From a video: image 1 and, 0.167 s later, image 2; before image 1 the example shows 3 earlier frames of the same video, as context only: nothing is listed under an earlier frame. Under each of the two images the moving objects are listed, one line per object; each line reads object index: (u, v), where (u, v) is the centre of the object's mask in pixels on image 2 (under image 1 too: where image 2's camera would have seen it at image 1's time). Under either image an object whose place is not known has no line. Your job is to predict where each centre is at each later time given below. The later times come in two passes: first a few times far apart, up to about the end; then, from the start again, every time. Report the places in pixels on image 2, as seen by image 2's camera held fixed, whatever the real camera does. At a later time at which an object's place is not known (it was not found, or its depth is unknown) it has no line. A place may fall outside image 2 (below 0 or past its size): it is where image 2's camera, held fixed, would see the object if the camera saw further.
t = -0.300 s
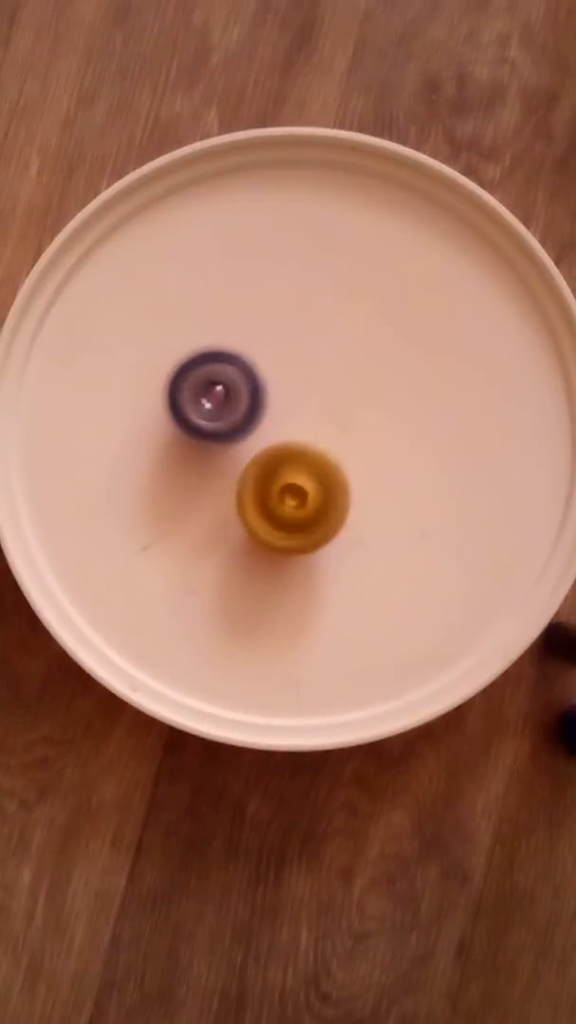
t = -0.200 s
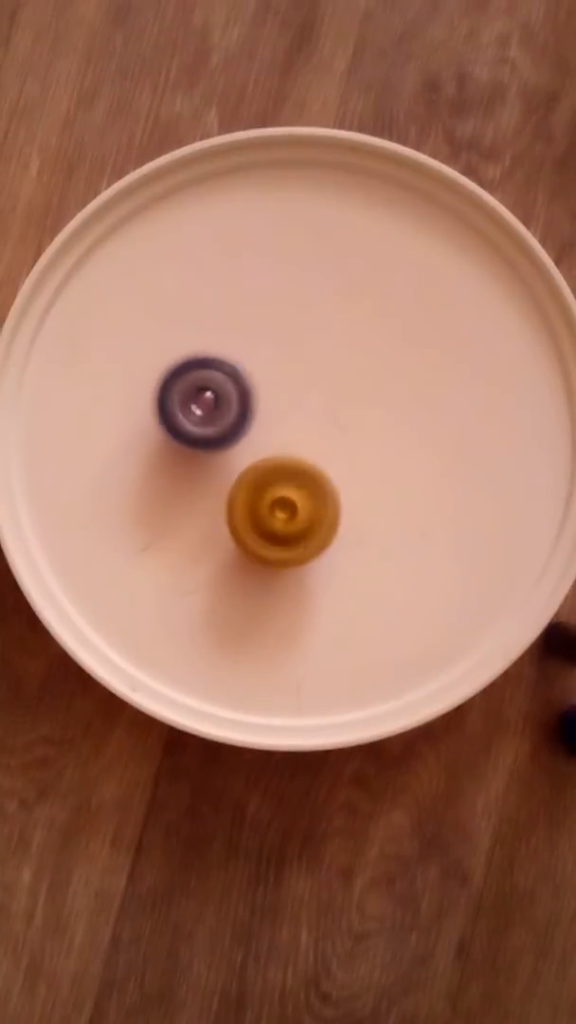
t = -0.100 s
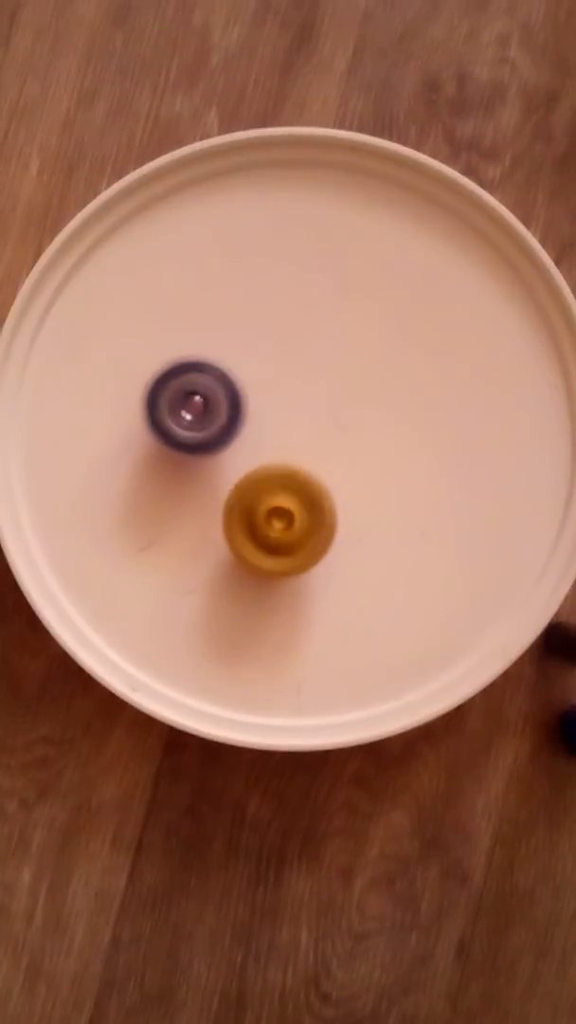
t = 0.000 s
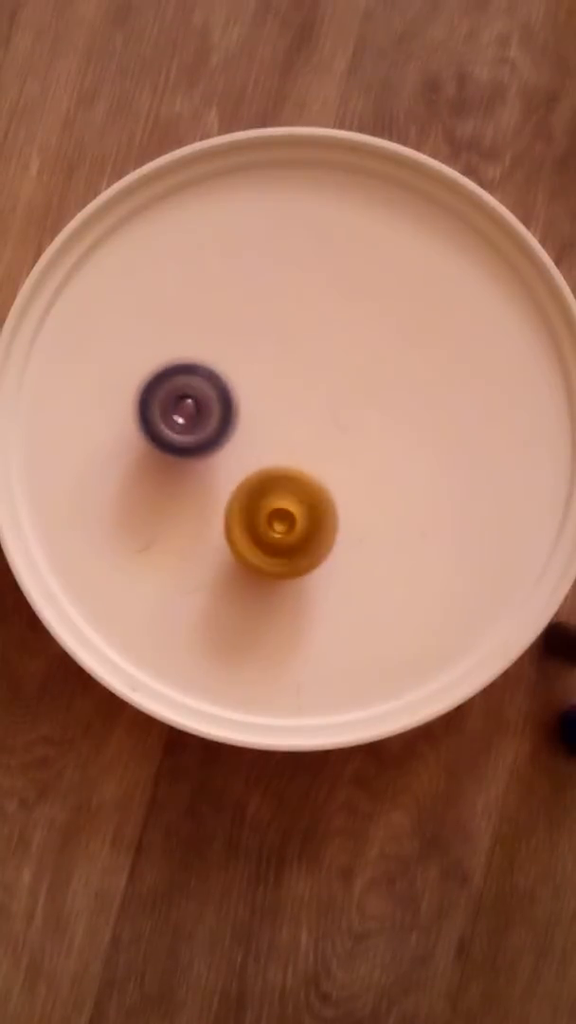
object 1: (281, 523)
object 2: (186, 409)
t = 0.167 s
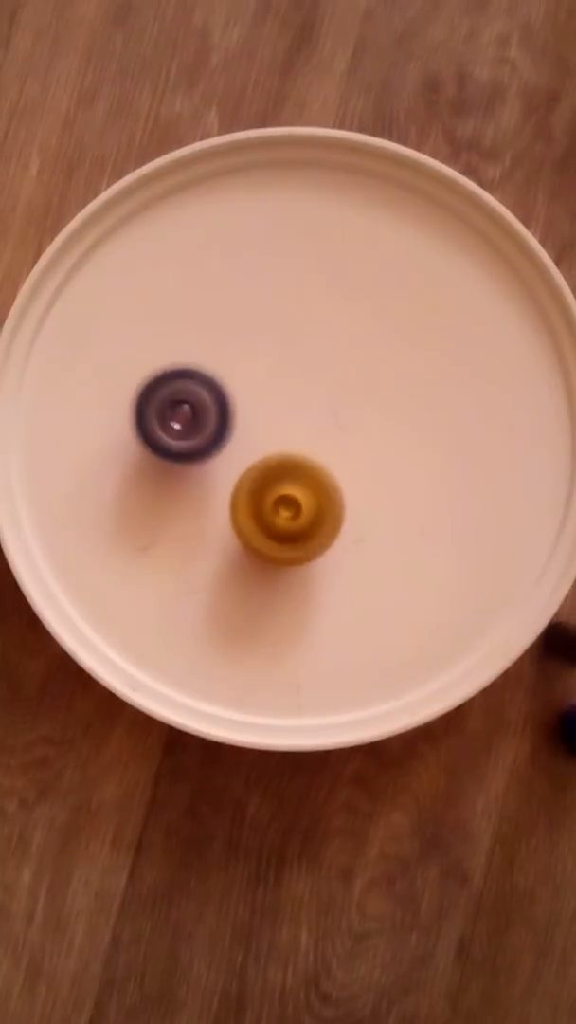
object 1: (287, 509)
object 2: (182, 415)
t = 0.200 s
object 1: (288, 505)
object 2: (184, 417)
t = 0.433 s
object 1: (328, 475)
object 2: (176, 409)
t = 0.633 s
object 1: (391, 451)
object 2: (178, 397)
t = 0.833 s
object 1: (423, 407)
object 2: (198, 402)
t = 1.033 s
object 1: (405, 368)
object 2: (205, 421)
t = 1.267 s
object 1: (348, 378)
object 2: (196, 441)
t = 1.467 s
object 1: (308, 426)
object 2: (179, 446)
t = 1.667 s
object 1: (293, 489)
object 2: (180, 433)
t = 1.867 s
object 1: (309, 535)
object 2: (199, 435)
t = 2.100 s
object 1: (345, 543)
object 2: (210, 455)
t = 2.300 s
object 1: (363, 509)
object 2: (205, 473)
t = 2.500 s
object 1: (354, 454)
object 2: (190, 475)
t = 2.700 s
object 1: (319, 407)
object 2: (192, 463)
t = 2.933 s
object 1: (301, 369)
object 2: (175, 472)
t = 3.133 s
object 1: (323, 339)
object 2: (167, 482)
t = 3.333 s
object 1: (346, 335)
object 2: (169, 479)
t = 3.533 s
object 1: (366, 354)
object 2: (188, 484)
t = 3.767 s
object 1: (389, 397)
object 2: (202, 500)
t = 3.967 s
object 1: (411, 438)
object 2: (202, 517)
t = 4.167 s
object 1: (430, 473)
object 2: (191, 526)
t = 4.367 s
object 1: (432, 490)
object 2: (196, 519)
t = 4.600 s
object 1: (405, 499)
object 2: (218, 521)
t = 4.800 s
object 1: (362, 496)
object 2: (231, 532)
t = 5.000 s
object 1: (336, 487)
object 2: (213, 541)
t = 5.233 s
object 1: (331, 459)
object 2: (214, 531)
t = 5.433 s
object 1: (315, 431)
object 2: (244, 518)
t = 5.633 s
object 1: (308, 415)
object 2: (274, 536)
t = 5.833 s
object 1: (303, 399)
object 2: (274, 547)
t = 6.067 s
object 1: (302, 406)
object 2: (278, 543)
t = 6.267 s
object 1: (309, 422)
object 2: (300, 533)
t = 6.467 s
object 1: (344, 417)
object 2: (318, 558)
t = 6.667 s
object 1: (372, 412)
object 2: (311, 561)
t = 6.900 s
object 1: (385, 421)
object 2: (317, 542)
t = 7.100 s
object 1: (381, 434)
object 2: (339, 538)
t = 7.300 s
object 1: (386, 414)
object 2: (316, 587)
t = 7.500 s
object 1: (382, 397)
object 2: (276, 583)
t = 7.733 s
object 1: (370, 395)
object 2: (283, 517)
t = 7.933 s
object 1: (376, 386)
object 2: (311, 513)
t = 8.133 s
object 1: (410, 380)
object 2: (311, 528)
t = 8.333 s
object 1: (430, 410)
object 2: (304, 514)
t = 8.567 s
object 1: (414, 448)
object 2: (315, 493)
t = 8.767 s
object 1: (414, 467)
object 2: (274, 491)
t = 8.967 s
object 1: (393, 472)
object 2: (271, 450)
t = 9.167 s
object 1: (369, 484)
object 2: (332, 374)
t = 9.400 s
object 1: (373, 476)
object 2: (353, 291)
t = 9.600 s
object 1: (368, 475)
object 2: (358, 296)
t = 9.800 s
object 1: (357, 464)
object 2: (355, 334)
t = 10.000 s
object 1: (321, 448)
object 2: (314, 350)
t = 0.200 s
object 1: (288, 505)
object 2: (184, 417)
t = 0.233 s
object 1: (291, 500)
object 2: (185, 419)
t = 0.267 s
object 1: (293, 493)
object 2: (188, 421)
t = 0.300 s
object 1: (294, 486)
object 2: (191, 424)
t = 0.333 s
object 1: (296, 479)
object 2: (193, 426)
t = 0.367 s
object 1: (304, 476)
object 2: (186, 419)
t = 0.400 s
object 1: (315, 476)
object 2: (178, 412)
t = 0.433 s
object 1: (328, 475)
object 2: (176, 409)
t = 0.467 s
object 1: (340, 473)
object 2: (176, 407)
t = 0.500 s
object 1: (350, 470)
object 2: (175, 406)
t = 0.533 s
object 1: (362, 466)
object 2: (174, 403)
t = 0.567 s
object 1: (373, 461)
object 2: (174, 400)
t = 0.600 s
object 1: (381, 455)
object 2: (177, 398)
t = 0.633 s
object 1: (391, 451)
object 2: (178, 397)
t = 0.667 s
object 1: (400, 444)
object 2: (181, 396)
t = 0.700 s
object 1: (406, 437)
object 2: (185, 395)
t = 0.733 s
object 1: (413, 431)
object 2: (188, 396)
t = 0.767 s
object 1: (418, 422)
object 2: (192, 398)
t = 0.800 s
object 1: (422, 413)
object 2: (195, 400)
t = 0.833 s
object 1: (423, 407)
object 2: (198, 402)
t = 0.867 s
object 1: (425, 397)
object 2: (200, 404)
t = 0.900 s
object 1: (424, 389)
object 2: (203, 408)
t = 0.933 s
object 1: (421, 383)
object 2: (204, 411)
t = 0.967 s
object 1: (417, 376)
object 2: (204, 415)
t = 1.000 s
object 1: (412, 371)
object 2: (205, 418)
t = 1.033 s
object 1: (405, 368)
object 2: (205, 421)
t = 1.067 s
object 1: (399, 366)
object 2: (205, 425)
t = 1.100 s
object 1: (392, 363)
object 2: (205, 428)
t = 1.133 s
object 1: (383, 364)
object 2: (204, 431)
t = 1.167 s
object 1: (375, 366)
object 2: (203, 434)
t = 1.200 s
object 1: (365, 368)
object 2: (200, 437)
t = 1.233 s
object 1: (356, 373)
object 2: (199, 440)
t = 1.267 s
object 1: (348, 378)
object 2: (196, 441)
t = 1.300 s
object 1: (339, 383)
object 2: (193, 444)
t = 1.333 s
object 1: (331, 391)
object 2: (191, 445)
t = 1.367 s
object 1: (324, 400)
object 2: (188, 447)
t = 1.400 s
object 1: (318, 407)
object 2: (186, 447)
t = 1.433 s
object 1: (311, 417)
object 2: (182, 447)
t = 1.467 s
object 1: (308, 426)
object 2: (179, 446)
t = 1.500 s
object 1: (304, 436)
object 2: (177, 443)
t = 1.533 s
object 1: (298, 449)
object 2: (175, 442)
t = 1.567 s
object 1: (296, 459)
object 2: (175, 439)
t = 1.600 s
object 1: (293, 468)
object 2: (175, 437)
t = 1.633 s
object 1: (292, 479)
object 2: (178, 434)
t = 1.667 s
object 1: (293, 489)
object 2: (180, 433)
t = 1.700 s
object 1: (294, 497)
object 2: (184, 432)
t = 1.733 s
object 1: (295, 506)
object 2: (186, 430)
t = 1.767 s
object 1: (298, 513)
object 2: (190, 431)
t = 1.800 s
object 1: (300, 522)
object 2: (193, 432)
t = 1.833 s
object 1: (304, 530)
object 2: (196, 433)
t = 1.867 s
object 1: (309, 535)
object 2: (199, 435)
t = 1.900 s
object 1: (314, 540)
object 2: (201, 438)
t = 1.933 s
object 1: (320, 544)
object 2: (204, 440)
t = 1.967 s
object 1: (325, 546)
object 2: (206, 442)
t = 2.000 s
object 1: (329, 548)
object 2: (208, 446)
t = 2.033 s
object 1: (336, 547)
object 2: (209, 448)
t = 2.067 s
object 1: (340, 545)
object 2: (210, 452)
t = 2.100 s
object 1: (345, 543)
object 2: (210, 455)
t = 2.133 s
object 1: (350, 540)
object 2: (210, 458)
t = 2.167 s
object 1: (352, 536)
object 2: (210, 461)
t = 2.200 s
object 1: (356, 531)
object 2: (209, 464)
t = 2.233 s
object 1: (360, 524)
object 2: (209, 467)
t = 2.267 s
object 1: (361, 518)
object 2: (207, 470)
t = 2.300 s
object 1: (363, 509)
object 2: (205, 473)
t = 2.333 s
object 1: (364, 499)
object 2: (204, 474)
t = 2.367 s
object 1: (363, 492)
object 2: (201, 476)
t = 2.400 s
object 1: (363, 482)
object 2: (198, 476)
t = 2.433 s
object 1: (360, 472)
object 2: (195, 478)
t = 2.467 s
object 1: (358, 464)
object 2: (193, 478)
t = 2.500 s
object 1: (354, 454)
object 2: (190, 475)
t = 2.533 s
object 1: (349, 444)
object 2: (188, 474)
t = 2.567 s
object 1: (345, 437)
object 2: (187, 472)
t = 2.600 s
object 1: (339, 428)
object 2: (187, 470)
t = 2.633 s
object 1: (331, 421)
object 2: (187, 466)
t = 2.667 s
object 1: (326, 414)
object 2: (189, 465)
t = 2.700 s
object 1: (319, 407)
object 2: (192, 463)
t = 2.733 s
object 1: (311, 403)
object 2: (195, 462)
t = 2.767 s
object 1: (305, 396)
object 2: (199, 461)
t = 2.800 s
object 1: (296, 391)
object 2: (201, 461)
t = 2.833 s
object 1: (290, 389)
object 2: (202, 462)
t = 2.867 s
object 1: (293, 382)
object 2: (189, 467)
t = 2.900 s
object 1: (297, 375)
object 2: (180, 470)
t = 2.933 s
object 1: (301, 369)
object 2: (175, 472)
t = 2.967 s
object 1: (305, 362)
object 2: (174, 472)
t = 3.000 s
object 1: (310, 356)
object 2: (175, 473)
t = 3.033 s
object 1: (313, 350)
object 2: (174, 476)
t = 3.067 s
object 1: (317, 346)
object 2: (171, 479)
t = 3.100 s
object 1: (320, 342)
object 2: (168, 481)
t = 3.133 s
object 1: (323, 339)
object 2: (167, 482)
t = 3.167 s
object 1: (328, 337)
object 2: (165, 482)
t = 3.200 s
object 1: (331, 335)
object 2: (164, 482)
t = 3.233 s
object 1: (334, 335)
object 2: (163, 481)
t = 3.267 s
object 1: (338, 332)
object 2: (164, 481)
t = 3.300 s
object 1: (341, 335)
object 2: (166, 480)
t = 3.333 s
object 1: (346, 335)
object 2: (169, 479)
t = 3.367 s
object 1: (348, 337)
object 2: (171, 479)
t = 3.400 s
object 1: (353, 339)
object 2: (174, 479)
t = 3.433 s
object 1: (356, 341)
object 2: (178, 480)
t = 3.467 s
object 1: (359, 346)
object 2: (182, 481)
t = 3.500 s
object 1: (362, 347)
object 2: (185, 482)
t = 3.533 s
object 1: (366, 354)
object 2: (188, 484)
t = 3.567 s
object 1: (369, 357)
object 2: (190, 486)
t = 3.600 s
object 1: (371, 363)
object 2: (193, 488)
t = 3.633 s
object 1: (375, 369)
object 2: (195, 490)
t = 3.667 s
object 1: (378, 375)
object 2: (197, 493)
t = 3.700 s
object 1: (382, 383)
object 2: (199, 495)
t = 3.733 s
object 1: (385, 389)
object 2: (200, 497)
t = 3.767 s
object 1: (389, 397)
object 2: (202, 500)
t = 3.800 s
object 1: (393, 403)
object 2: (202, 503)
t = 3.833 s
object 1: (397, 411)
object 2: (203, 506)
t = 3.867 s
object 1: (401, 417)
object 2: (203, 509)
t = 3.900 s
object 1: (404, 425)
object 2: (203, 512)
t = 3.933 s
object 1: (408, 432)
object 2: (203, 515)
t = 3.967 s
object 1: (411, 438)
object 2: (202, 517)
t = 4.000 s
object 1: (415, 445)
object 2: (200, 520)
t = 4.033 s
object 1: (418, 451)
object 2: (198, 522)
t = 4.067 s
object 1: (421, 458)
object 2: (196, 524)
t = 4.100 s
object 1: (424, 463)
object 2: (194, 526)
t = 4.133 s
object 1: (427, 469)
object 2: (192, 526)
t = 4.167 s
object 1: (430, 473)
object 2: (191, 526)
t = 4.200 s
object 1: (431, 477)
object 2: (190, 525)
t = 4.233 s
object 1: (433, 481)
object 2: (190, 524)
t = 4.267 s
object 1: (434, 483)
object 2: (191, 523)
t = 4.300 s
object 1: (434, 486)
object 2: (192, 522)
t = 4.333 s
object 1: (433, 486)
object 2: (194, 520)
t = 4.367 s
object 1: (432, 490)
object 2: (196, 519)
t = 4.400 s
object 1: (429, 491)
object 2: (199, 518)
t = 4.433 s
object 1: (425, 493)
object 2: (202, 517)
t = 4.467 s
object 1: (424, 493)
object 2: (206, 517)
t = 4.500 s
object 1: (418, 495)
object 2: (209, 518)
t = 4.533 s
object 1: (415, 496)
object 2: (212, 518)
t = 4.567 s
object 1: (409, 496)
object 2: (216, 519)
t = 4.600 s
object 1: (405, 499)
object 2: (218, 521)
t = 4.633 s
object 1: (399, 497)
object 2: (221, 522)
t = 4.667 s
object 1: (393, 498)
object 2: (223, 523)
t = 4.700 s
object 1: (387, 497)
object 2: (226, 525)
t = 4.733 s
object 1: (379, 498)
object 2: (228, 527)
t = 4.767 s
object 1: (371, 497)
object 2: (230, 530)
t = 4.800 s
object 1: (362, 496)
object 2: (231, 532)
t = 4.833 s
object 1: (355, 496)
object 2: (233, 535)
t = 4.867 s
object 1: (346, 496)
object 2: (233, 537)
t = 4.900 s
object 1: (338, 496)
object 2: (233, 540)
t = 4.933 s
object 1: (336, 494)
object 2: (222, 542)
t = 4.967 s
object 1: (337, 491)
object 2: (216, 544)
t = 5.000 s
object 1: (336, 487)
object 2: (213, 541)
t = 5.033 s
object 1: (336, 486)
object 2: (212, 540)
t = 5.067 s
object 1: (335, 479)
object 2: (212, 538)
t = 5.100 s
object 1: (335, 478)
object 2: (212, 538)
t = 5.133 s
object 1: (335, 471)
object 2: (212, 536)
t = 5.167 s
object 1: (334, 469)
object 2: (212, 535)
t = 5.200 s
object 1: (333, 461)
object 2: (213, 533)
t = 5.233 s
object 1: (331, 459)
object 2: (214, 531)
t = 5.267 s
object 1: (330, 452)
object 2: (217, 528)
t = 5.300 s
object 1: (327, 448)
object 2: (221, 525)
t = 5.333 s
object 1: (326, 443)
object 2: (226, 521)
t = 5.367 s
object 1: (321, 439)
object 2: (231, 520)
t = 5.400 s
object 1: (319, 435)
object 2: (237, 519)
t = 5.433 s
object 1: (315, 431)
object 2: (244, 518)
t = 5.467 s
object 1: (314, 429)
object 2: (250, 520)
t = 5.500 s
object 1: (311, 427)
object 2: (256, 523)
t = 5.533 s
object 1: (310, 424)
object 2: (262, 525)
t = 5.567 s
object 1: (309, 421)
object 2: (266, 529)
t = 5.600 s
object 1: (310, 420)
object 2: (270, 532)
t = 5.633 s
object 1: (308, 415)
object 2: (274, 536)
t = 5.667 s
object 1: (309, 414)
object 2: (275, 540)
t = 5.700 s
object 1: (307, 409)
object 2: (276, 543)
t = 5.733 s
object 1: (308, 408)
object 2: (276, 545)
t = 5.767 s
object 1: (305, 403)
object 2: (275, 547)
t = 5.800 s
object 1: (306, 404)
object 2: (275, 547)
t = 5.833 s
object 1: (303, 399)
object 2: (274, 547)
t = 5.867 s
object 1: (305, 401)
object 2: (274, 547)
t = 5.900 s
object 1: (302, 398)
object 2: (275, 547)
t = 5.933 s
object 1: (303, 401)
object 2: (275, 547)
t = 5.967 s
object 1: (301, 398)
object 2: (277, 547)
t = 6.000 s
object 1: (302, 402)
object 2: (277, 546)
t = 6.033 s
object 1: (301, 401)
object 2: (279, 545)
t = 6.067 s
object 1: (302, 406)
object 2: (278, 543)
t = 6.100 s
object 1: (301, 404)
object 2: (281, 540)
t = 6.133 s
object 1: (302, 410)
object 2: (283, 539)
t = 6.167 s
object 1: (301, 410)
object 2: (286, 536)
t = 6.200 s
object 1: (304, 415)
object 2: (290, 535)
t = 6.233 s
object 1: (305, 416)
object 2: (295, 532)
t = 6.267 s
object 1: (309, 422)
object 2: (300, 533)
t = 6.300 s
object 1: (312, 423)
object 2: (303, 535)
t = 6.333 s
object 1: (320, 424)
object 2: (306, 540)
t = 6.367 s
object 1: (324, 422)
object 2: (311, 546)
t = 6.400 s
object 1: (331, 421)
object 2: (315, 549)
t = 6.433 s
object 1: (338, 418)
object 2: (318, 554)
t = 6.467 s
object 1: (344, 417)
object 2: (318, 558)
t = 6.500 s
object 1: (350, 415)
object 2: (315, 560)
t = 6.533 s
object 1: (354, 414)
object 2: (315, 562)
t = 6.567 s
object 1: (360, 411)
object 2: (314, 562)
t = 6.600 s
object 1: (363, 412)
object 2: (314, 562)
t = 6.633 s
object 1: (367, 410)
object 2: (312, 562)
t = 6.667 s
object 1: (372, 412)
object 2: (311, 561)
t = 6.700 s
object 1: (373, 412)
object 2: (311, 560)
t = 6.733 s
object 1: (377, 413)
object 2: (311, 557)
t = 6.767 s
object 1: (378, 413)
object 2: (311, 555)
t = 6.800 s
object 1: (383, 415)
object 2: (312, 551)
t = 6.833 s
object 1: (382, 417)
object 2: (313, 548)
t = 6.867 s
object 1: (385, 417)
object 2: (315, 545)
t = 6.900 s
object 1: (385, 421)
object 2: (317, 542)
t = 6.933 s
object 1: (386, 421)
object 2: (321, 540)
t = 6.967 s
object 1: (386, 425)
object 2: (326, 538)
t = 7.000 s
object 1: (385, 425)
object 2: (330, 538)
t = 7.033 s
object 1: (384, 430)
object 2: (333, 536)
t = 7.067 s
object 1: (382, 431)
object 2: (336, 537)
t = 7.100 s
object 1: (381, 434)
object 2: (339, 538)
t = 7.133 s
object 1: (378, 433)
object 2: (337, 543)
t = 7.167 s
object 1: (383, 430)
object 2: (333, 551)
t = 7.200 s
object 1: (384, 425)
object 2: (331, 561)
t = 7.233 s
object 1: (385, 421)
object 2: (327, 570)
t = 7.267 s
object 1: (386, 415)
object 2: (321, 581)
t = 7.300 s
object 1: (386, 414)
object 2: (316, 587)
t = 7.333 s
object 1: (385, 408)
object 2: (311, 591)
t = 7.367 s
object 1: (387, 408)
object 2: (302, 595)
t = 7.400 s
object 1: (382, 404)
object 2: (293, 594)
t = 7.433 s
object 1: (385, 402)
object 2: (286, 592)
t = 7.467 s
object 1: (382, 403)
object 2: (280, 589)
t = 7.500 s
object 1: (382, 397)
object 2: (276, 583)
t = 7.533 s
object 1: (382, 399)
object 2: (271, 575)
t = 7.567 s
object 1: (379, 395)
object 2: (267, 567)
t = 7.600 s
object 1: (381, 396)
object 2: (267, 559)
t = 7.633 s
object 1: (376, 397)
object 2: (267, 547)
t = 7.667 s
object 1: (376, 394)
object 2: (270, 536)
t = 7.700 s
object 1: (374, 398)
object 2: (274, 527)
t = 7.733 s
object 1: (370, 395)
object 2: (283, 517)
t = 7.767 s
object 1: (370, 397)
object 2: (293, 510)
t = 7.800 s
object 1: (363, 398)
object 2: (301, 504)
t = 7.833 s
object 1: (363, 396)
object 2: (311, 498)
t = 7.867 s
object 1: (362, 397)
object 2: (319, 499)
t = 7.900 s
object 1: (371, 390)
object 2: (311, 507)
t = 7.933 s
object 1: (376, 386)
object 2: (311, 513)
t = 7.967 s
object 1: (379, 383)
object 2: (316, 517)
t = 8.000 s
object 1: (383, 380)
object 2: (317, 521)
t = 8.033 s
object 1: (391, 377)
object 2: (315, 528)
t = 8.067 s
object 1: (398, 378)
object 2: (315, 529)
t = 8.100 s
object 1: (403, 379)
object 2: (311, 528)
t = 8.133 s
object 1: (410, 380)
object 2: (311, 528)
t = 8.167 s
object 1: (415, 385)
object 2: (306, 530)
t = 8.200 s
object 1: (418, 389)
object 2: (302, 529)
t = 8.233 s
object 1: (424, 392)
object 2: (304, 525)
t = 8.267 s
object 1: (427, 399)
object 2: (304, 521)
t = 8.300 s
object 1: (428, 405)
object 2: (301, 518)
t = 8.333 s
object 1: (430, 410)
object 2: (304, 514)
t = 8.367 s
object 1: (428, 417)
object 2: (306, 511)
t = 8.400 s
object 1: (427, 421)
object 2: (309, 504)
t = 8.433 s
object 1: (426, 426)
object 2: (313, 498)
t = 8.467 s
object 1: (421, 434)
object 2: (316, 498)
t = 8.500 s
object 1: (415, 439)
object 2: (320, 495)
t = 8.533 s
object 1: (414, 442)
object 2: (318, 496)
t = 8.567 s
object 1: (414, 448)
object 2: (315, 493)
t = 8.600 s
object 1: (411, 451)
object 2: (309, 492)
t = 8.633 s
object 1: (413, 454)
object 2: (305, 490)
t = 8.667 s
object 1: (414, 461)
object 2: (294, 493)
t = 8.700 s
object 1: (412, 462)
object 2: (288, 495)
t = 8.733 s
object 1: (414, 462)
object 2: (279, 494)
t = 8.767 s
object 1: (414, 467)
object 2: (274, 491)
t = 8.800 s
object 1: (411, 471)
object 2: (268, 486)
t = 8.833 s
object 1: (408, 469)
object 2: (266, 480)
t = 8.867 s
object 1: (407, 470)
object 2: (263, 472)
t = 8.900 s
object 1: (404, 473)
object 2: (264, 466)
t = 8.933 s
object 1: (397, 473)
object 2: (267, 458)
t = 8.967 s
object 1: (393, 472)
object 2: (271, 450)
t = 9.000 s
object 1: (389, 471)
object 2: (278, 443)
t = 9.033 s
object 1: (385, 471)
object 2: (286, 441)
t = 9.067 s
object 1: (381, 472)
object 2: (295, 431)
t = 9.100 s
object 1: (377, 477)
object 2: (307, 413)
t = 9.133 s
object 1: (374, 482)
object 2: (321, 396)
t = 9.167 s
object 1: (369, 484)
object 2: (332, 374)
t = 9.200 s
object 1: (368, 485)
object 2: (342, 354)
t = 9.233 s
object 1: (365, 484)
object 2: (351, 337)
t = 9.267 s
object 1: (362, 484)
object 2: (355, 326)
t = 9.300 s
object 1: (362, 477)
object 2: (358, 313)
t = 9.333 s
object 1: (365, 477)
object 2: (358, 303)
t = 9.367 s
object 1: (367, 475)
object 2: (356, 295)
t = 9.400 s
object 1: (373, 476)
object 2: (353, 291)
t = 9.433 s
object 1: (373, 480)
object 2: (351, 289)
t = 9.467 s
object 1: (376, 480)
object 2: (350, 288)
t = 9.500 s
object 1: (372, 480)
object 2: (350, 288)
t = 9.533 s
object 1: (371, 478)
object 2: (353, 290)
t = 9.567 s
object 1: (367, 479)
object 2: (355, 292)
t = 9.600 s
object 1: (368, 475)
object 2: (358, 296)
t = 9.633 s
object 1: (362, 475)
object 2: (360, 301)
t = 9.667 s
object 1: (362, 471)
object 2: (361, 306)
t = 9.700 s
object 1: (361, 469)
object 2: (360, 313)
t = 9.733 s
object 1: (360, 466)
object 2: (360, 323)
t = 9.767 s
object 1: (358, 464)
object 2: (357, 330)
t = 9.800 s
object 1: (357, 464)
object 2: (355, 334)
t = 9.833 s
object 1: (351, 464)
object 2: (349, 339)
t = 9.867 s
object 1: (347, 463)
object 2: (341, 347)
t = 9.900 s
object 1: (342, 461)
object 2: (333, 350)
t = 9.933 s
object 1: (336, 458)
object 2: (327, 350)
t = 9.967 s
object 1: (328, 454)
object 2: (321, 351)
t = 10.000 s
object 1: (321, 448)
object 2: (314, 350)
